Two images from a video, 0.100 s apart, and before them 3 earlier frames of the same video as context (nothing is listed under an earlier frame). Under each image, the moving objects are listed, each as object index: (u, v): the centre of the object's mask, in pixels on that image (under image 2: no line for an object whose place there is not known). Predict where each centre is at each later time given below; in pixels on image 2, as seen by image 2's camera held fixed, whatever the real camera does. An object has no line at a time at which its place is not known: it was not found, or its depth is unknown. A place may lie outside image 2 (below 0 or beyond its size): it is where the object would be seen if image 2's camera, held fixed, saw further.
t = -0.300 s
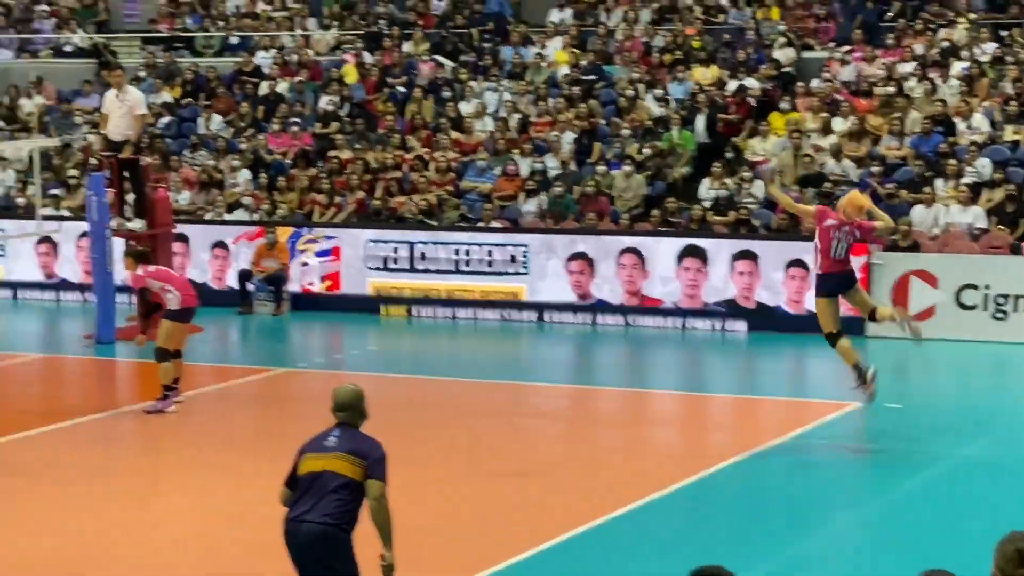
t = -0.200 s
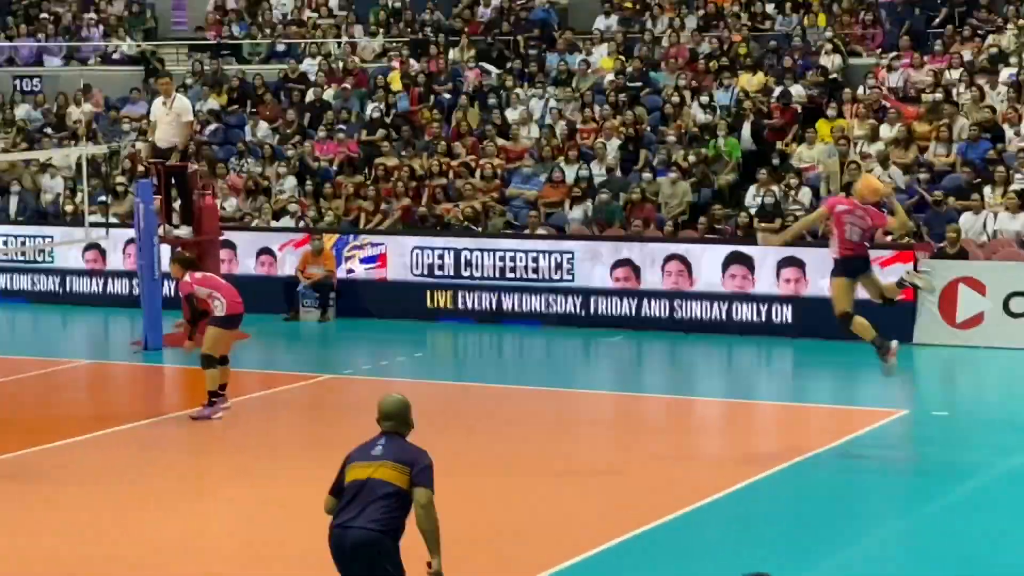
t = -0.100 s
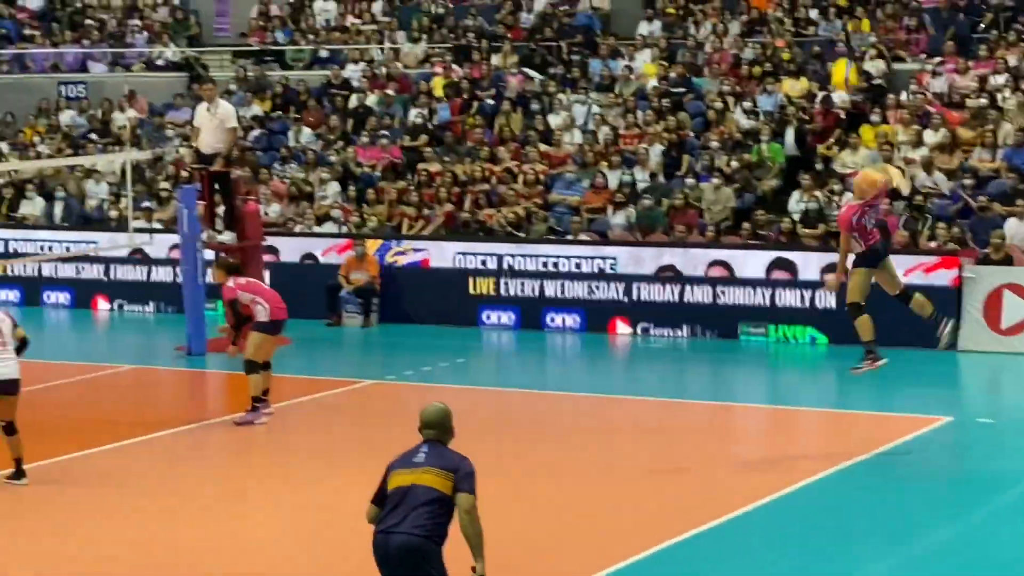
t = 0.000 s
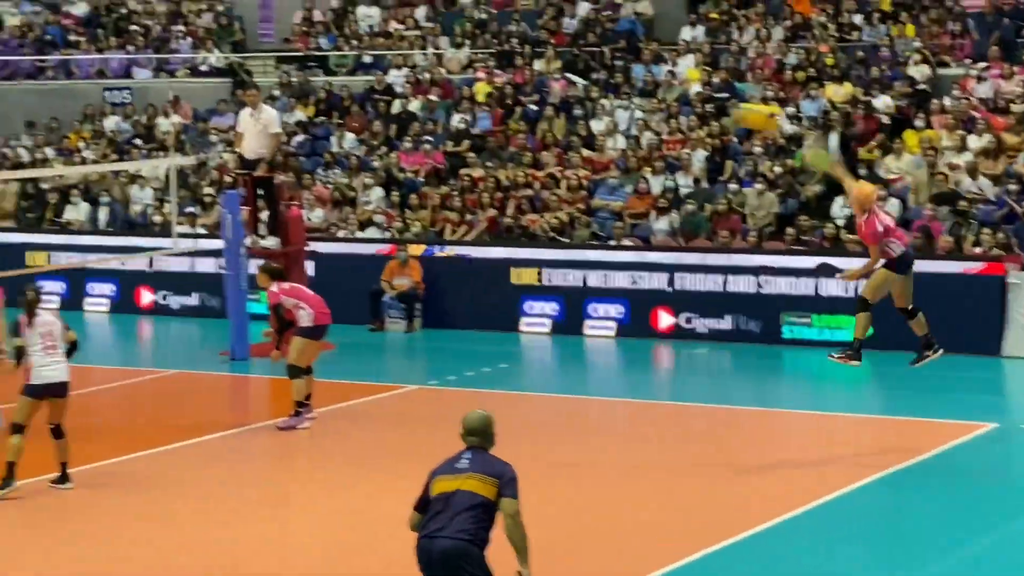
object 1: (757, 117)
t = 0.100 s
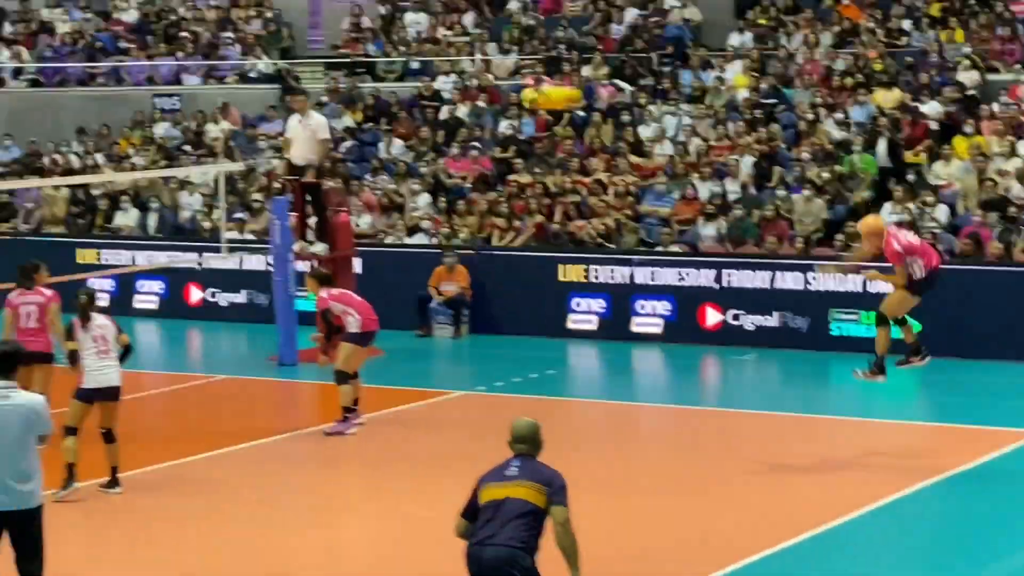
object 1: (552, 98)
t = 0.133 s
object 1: (482, 94)
